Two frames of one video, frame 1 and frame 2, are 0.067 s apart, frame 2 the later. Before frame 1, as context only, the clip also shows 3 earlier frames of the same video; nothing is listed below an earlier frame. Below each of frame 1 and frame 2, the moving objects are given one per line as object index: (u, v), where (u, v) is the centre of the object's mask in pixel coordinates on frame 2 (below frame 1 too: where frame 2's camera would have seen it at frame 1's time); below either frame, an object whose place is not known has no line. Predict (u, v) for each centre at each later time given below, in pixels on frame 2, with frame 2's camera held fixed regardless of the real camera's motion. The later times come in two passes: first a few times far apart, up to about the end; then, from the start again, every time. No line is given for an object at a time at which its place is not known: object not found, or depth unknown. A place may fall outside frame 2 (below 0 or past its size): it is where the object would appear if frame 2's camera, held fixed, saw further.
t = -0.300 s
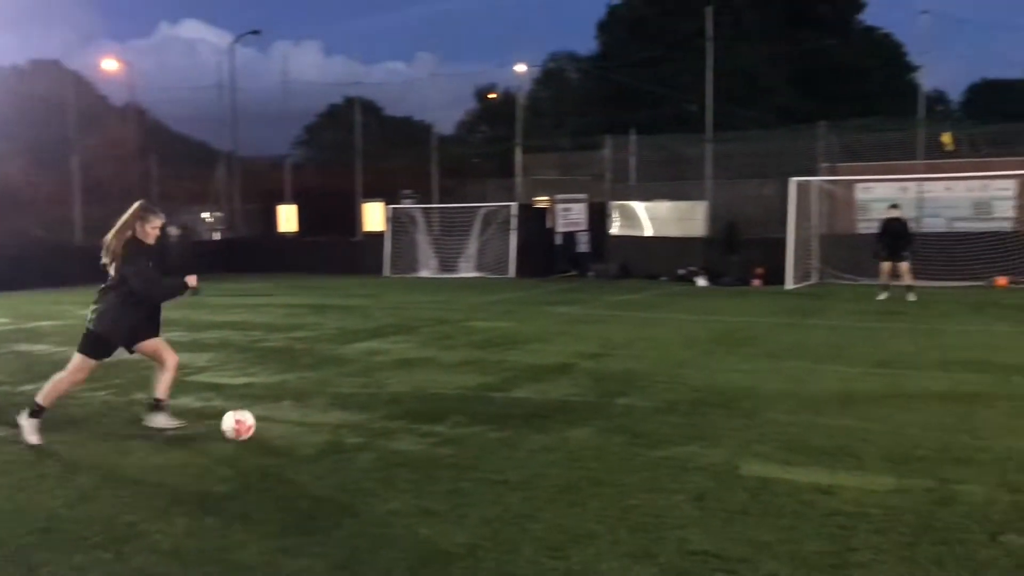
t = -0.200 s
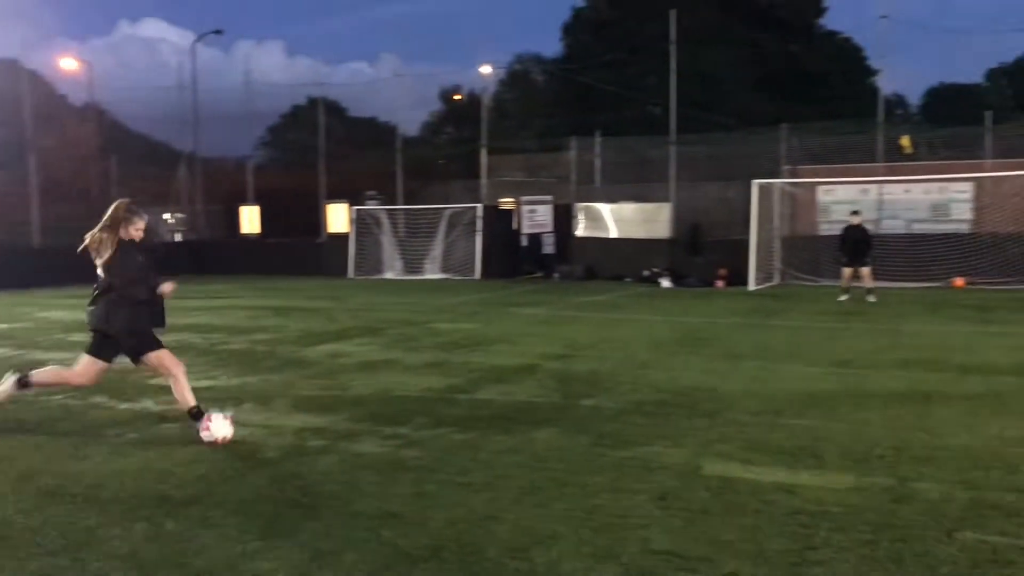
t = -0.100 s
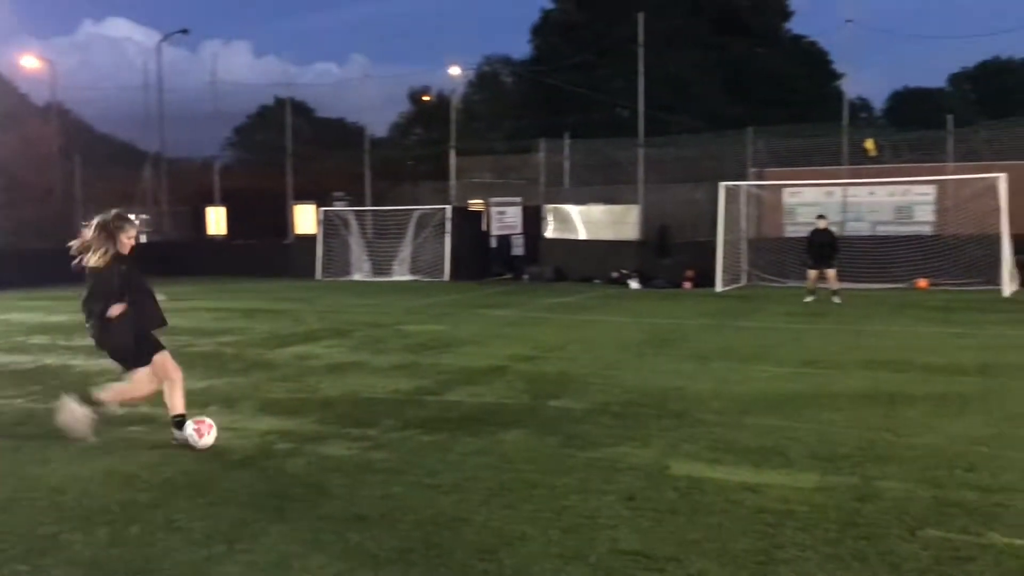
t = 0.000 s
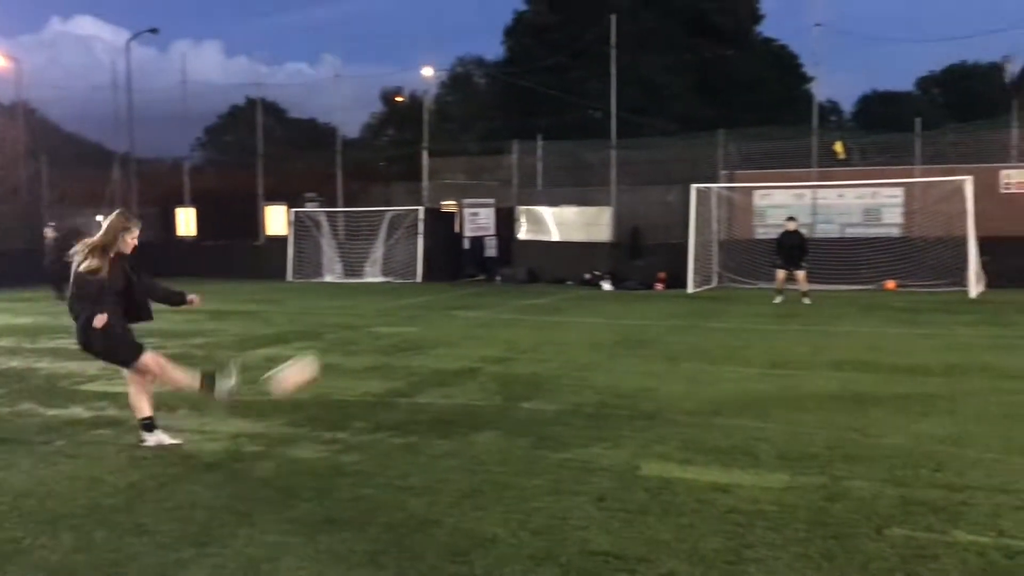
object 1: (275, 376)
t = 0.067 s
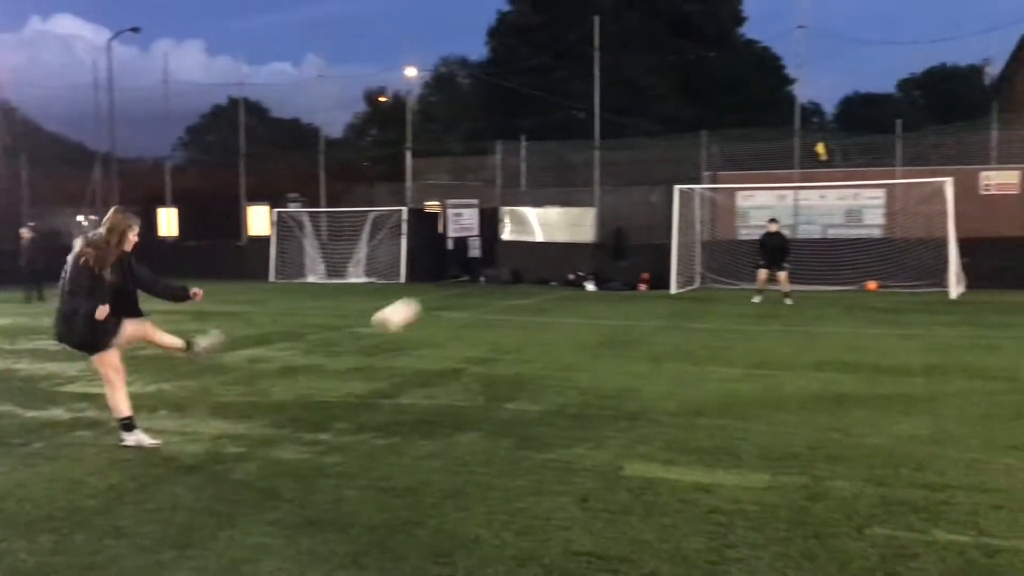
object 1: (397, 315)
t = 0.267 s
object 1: (620, 224)
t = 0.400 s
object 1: (707, 204)
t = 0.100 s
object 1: (447, 292)
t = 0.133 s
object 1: (491, 273)
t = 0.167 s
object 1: (528, 258)
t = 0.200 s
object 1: (562, 245)
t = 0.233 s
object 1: (594, 233)
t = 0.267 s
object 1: (620, 224)
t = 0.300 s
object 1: (646, 217)
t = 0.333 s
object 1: (667, 212)
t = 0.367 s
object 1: (688, 208)
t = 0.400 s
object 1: (707, 204)
